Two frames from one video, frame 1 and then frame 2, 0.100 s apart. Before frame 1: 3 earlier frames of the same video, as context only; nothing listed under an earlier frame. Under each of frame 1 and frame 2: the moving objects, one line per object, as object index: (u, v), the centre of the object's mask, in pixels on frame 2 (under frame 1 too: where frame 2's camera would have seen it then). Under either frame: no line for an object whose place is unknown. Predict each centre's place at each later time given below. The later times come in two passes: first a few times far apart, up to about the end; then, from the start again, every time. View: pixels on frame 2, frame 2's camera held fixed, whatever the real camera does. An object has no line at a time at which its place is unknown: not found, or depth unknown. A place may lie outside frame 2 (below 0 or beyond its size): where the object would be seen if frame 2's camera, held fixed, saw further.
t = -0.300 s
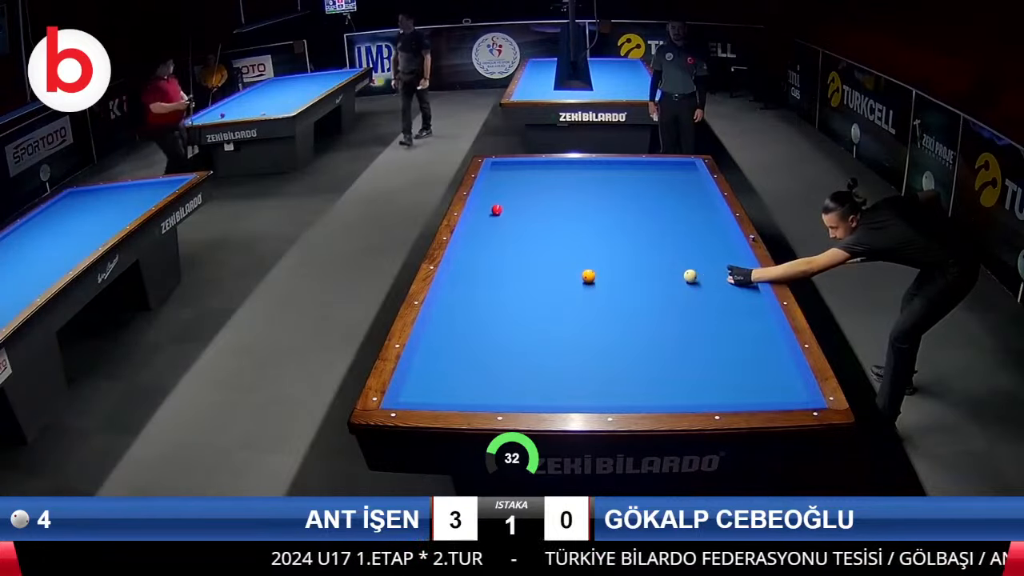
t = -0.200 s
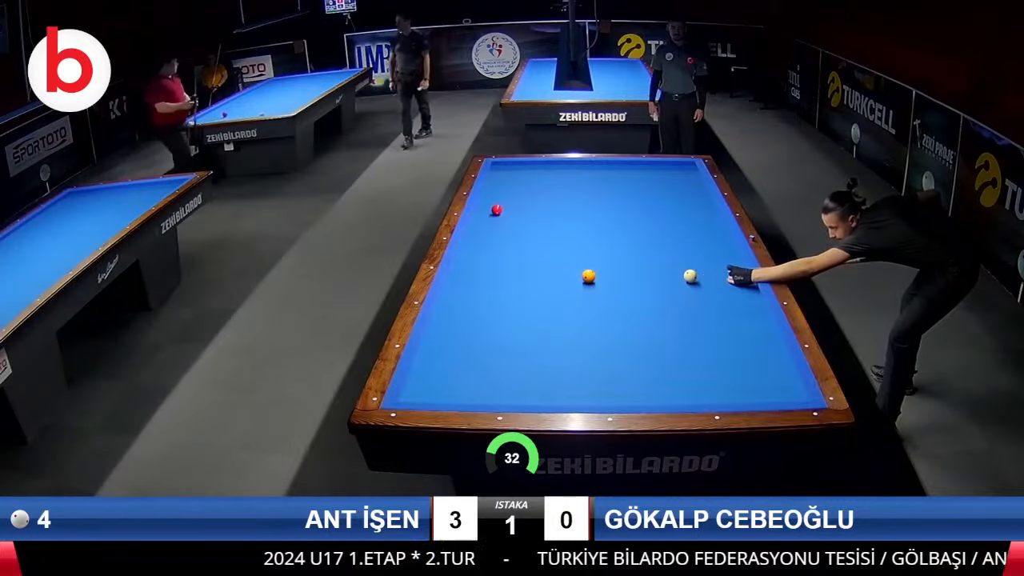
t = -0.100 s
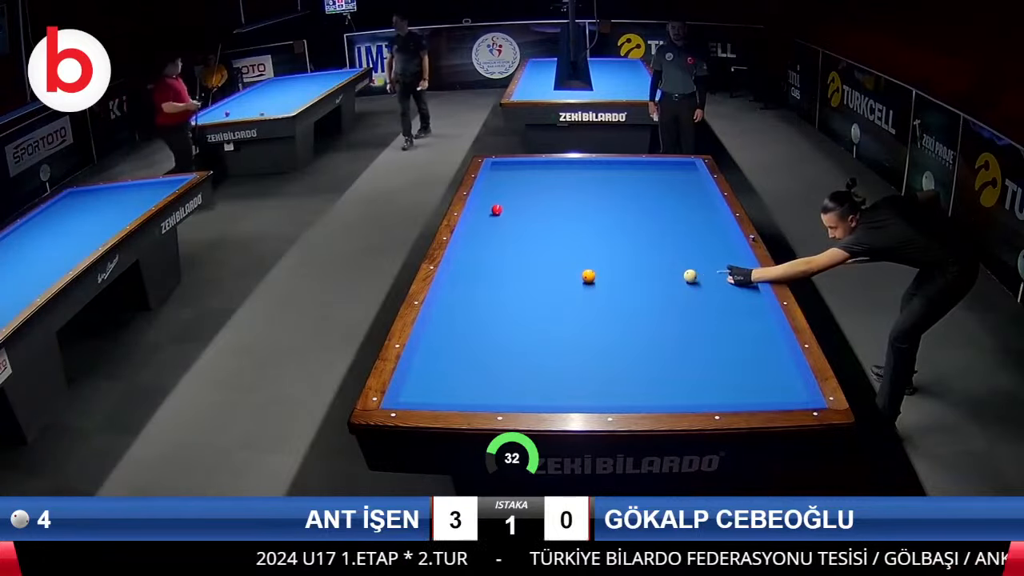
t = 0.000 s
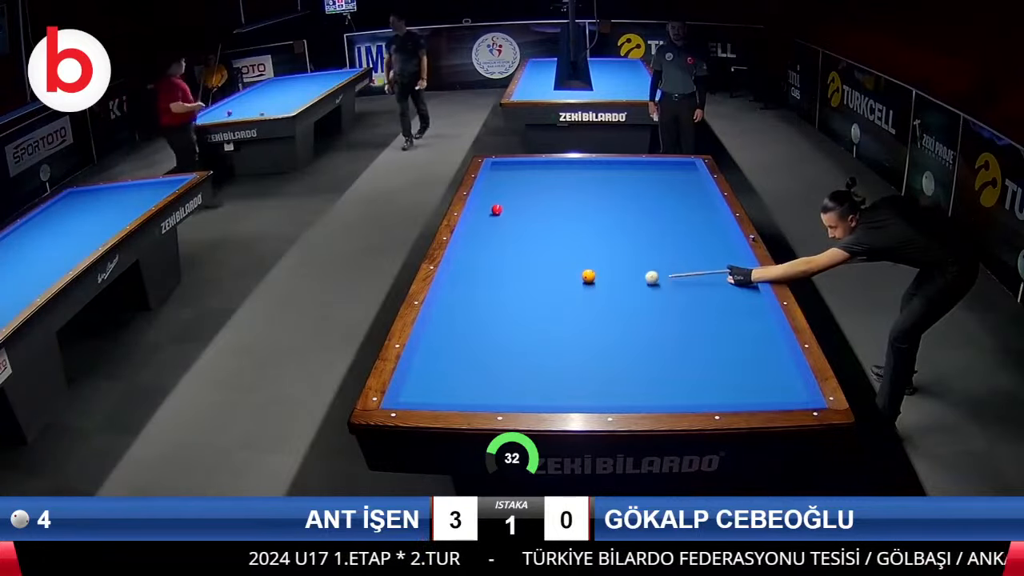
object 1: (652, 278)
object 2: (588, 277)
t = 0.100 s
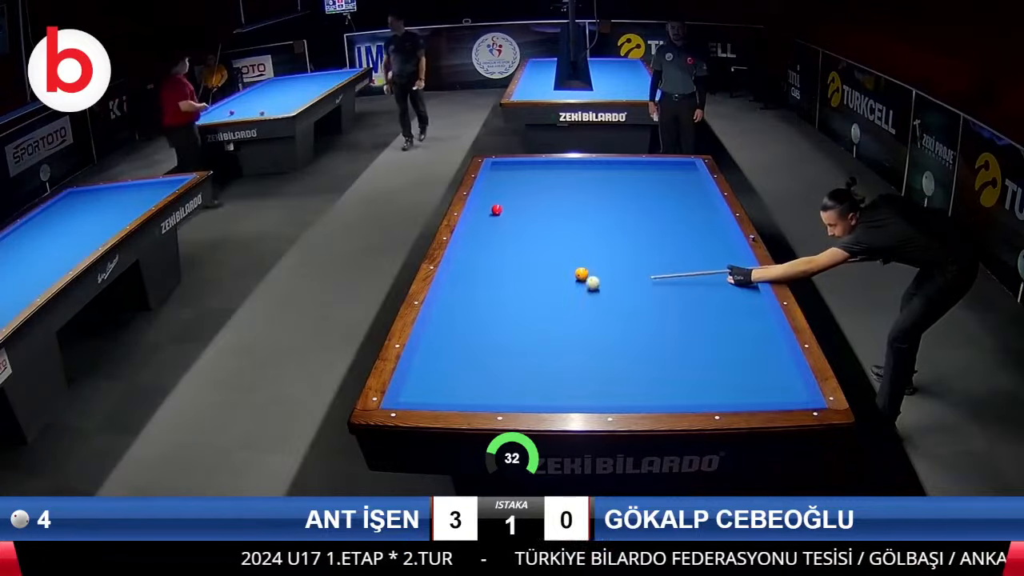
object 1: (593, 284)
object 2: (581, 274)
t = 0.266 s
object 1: (535, 309)
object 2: (531, 258)
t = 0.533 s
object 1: (433, 348)
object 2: (474, 239)
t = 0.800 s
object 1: (507, 386)
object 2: (502, 227)
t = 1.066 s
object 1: (576, 386)
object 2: (531, 217)
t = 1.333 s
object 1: (639, 365)
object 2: (559, 208)
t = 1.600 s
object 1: (695, 345)
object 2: (583, 199)
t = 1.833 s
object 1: (738, 329)
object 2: (603, 192)
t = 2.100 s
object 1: (751, 312)
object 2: (625, 185)
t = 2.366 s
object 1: (717, 296)
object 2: (644, 179)
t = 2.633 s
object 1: (686, 280)
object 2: (661, 173)
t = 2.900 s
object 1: (658, 267)
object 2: (678, 167)
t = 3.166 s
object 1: (632, 254)
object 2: (690, 164)
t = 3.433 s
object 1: (609, 243)
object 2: (683, 167)
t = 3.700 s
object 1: (586, 232)
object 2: (677, 170)
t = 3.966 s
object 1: (566, 223)
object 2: (671, 173)
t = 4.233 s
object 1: (547, 214)
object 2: (664, 176)
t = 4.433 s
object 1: (534, 208)
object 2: (660, 178)
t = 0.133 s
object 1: (582, 289)
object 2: (570, 271)
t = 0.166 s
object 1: (571, 294)
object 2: (560, 267)
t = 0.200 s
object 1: (559, 299)
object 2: (550, 264)
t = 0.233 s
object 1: (547, 304)
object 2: (540, 261)
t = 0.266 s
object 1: (535, 309)
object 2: (531, 258)
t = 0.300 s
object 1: (521, 314)
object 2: (523, 255)
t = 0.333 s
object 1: (507, 319)
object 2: (515, 252)
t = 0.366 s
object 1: (493, 323)
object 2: (507, 250)
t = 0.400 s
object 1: (477, 329)
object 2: (500, 247)
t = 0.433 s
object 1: (462, 333)
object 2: (493, 245)
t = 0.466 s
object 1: (447, 338)
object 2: (486, 243)
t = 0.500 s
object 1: (431, 343)
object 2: (480, 241)
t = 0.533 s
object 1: (433, 348)
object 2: (474, 239)
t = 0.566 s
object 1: (444, 352)
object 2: (468, 237)
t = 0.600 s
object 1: (454, 357)
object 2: (472, 236)
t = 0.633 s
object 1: (463, 362)
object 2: (478, 234)
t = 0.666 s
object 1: (473, 367)
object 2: (484, 233)
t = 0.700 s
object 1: (482, 371)
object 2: (489, 232)
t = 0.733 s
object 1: (491, 376)
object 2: (494, 230)
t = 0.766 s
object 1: (499, 381)
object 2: (498, 229)
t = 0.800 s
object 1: (507, 386)
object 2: (502, 227)
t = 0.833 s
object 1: (515, 392)
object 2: (506, 226)
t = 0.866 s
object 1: (523, 396)
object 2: (509, 225)
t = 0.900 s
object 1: (531, 399)
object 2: (513, 224)
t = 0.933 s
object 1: (540, 398)
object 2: (517, 222)
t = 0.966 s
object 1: (549, 395)
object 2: (521, 221)
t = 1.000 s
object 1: (559, 392)
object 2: (524, 220)
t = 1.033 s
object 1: (567, 389)
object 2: (528, 218)
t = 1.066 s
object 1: (576, 386)
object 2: (531, 217)
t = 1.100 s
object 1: (584, 383)
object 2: (535, 216)
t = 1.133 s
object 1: (592, 380)
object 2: (539, 215)
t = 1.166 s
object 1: (600, 377)
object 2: (542, 213)
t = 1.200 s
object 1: (609, 375)
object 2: (545, 212)
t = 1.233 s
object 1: (616, 372)
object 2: (549, 211)
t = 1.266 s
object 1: (624, 370)
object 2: (552, 210)
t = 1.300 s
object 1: (632, 367)
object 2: (555, 209)
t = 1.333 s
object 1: (639, 365)
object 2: (559, 208)
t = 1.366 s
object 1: (647, 362)
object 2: (562, 207)
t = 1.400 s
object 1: (654, 360)
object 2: (565, 206)
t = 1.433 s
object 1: (661, 357)
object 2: (568, 204)
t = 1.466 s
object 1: (668, 354)
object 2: (571, 203)
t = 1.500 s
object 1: (675, 352)
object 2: (574, 202)
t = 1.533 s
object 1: (682, 350)
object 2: (577, 201)
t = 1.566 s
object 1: (689, 348)
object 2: (581, 200)
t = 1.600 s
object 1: (695, 345)
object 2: (583, 199)
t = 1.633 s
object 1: (702, 343)
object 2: (586, 198)
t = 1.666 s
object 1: (708, 340)
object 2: (589, 197)
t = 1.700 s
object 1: (714, 338)
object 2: (592, 196)
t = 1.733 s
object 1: (720, 336)
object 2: (595, 195)
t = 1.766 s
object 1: (726, 334)
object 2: (598, 194)
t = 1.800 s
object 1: (732, 331)
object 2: (601, 193)
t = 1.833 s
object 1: (738, 329)
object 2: (603, 192)
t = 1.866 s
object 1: (743, 327)
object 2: (606, 191)
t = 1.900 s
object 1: (749, 325)
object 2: (609, 191)
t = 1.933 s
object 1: (755, 323)
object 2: (611, 190)
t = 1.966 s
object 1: (760, 321)
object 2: (614, 189)
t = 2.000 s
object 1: (765, 319)
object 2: (617, 188)
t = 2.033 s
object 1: (762, 317)
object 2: (620, 187)
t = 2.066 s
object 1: (757, 315)
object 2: (622, 186)
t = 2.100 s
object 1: (751, 312)
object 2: (625, 185)
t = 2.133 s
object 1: (746, 310)
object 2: (627, 184)
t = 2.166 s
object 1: (742, 308)
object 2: (630, 183)
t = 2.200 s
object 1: (738, 306)
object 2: (632, 183)
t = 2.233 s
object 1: (734, 304)
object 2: (634, 182)
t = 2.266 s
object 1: (729, 302)
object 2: (637, 181)
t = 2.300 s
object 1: (725, 300)
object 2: (639, 180)
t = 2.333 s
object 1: (721, 298)
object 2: (641, 180)
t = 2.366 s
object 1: (717, 296)
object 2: (644, 179)
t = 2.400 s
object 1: (713, 294)
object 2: (646, 178)
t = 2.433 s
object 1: (710, 292)
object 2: (648, 177)
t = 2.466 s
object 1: (705, 290)
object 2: (651, 177)
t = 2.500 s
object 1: (702, 288)
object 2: (653, 176)
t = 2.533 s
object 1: (698, 286)
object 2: (655, 175)
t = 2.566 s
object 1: (694, 284)
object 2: (657, 174)
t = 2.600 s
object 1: (690, 282)
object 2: (659, 173)
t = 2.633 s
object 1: (686, 280)
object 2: (661, 173)
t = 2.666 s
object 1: (683, 279)
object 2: (664, 172)
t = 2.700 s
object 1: (679, 277)
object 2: (666, 171)
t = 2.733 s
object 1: (676, 275)
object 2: (668, 171)
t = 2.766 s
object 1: (672, 273)
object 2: (670, 170)
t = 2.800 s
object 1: (669, 272)
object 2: (672, 169)
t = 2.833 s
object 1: (665, 270)
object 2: (674, 168)
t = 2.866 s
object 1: (662, 268)
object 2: (676, 168)
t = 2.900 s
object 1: (658, 267)
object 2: (678, 167)
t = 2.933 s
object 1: (655, 265)
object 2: (680, 167)
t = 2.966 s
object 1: (651, 263)
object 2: (682, 166)
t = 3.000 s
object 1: (648, 262)
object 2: (684, 165)
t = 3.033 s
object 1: (645, 260)
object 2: (686, 165)
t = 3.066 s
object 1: (642, 259)
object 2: (687, 164)
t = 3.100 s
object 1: (639, 257)
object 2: (689, 164)
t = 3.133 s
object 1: (635, 256)
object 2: (691, 164)
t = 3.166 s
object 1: (632, 254)
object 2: (690, 164)
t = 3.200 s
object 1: (629, 253)
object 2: (689, 164)
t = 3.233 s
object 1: (626, 251)
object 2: (688, 165)
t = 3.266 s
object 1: (623, 250)
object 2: (687, 165)
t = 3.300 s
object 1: (620, 248)
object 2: (687, 165)
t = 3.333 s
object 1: (617, 247)
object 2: (686, 166)
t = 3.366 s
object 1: (614, 245)
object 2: (685, 166)
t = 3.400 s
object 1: (611, 244)
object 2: (684, 166)
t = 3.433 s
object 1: (609, 243)
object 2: (683, 167)
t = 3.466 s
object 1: (605, 241)
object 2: (683, 167)
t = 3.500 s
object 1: (603, 240)
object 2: (682, 167)
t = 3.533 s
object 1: (600, 239)
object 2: (681, 168)
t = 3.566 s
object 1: (597, 237)
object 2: (680, 168)
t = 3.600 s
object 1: (594, 236)
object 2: (679, 169)
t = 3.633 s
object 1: (592, 235)
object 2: (678, 169)
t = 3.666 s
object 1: (589, 234)
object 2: (678, 169)
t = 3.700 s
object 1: (586, 232)
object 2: (677, 170)
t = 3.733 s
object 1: (583, 231)
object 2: (676, 170)
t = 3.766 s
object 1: (581, 230)
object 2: (675, 171)
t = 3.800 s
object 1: (578, 229)
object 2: (675, 171)
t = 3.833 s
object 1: (576, 227)
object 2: (674, 172)
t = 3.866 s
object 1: (573, 226)
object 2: (673, 172)
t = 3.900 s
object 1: (570, 225)
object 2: (672, 172)
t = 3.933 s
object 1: (568, 224)
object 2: (671, 173)
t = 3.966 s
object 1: (566, 223)
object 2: (671, 173)
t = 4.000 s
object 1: (563, 222)
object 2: (670, 173)
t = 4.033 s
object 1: (561, 220)
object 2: (669, 174)
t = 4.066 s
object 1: (559, 219)
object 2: (668, 174)
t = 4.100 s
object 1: (556, 218)
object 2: (667, 174)
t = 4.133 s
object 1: (554, 217)
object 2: (666, 175)
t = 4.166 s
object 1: (552, 216)
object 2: (665, 175)
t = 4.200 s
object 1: (549, 215)
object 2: (665, 176)
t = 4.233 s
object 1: (547, 214)
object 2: (664, 176)
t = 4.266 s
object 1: (545, 213)
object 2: (663, 176)
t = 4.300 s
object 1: (543, 212)
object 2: (663, 177)
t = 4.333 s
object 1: (541, 211)
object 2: (662, 177)
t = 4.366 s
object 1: (538, 210)
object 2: (661, 178)
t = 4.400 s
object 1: (536, 209)
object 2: (660, 178)
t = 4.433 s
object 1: (534, 208)
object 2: (660, 178)
